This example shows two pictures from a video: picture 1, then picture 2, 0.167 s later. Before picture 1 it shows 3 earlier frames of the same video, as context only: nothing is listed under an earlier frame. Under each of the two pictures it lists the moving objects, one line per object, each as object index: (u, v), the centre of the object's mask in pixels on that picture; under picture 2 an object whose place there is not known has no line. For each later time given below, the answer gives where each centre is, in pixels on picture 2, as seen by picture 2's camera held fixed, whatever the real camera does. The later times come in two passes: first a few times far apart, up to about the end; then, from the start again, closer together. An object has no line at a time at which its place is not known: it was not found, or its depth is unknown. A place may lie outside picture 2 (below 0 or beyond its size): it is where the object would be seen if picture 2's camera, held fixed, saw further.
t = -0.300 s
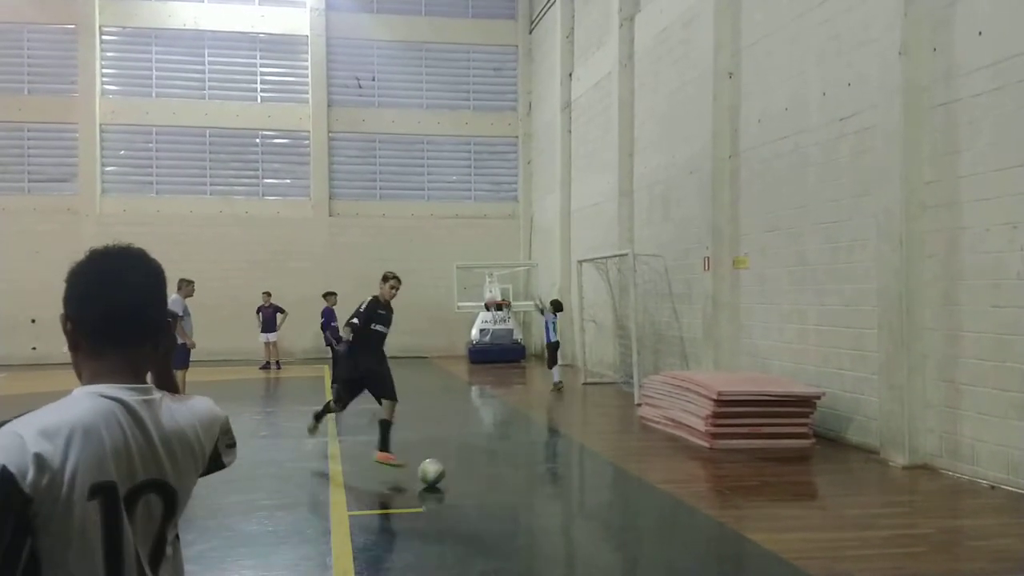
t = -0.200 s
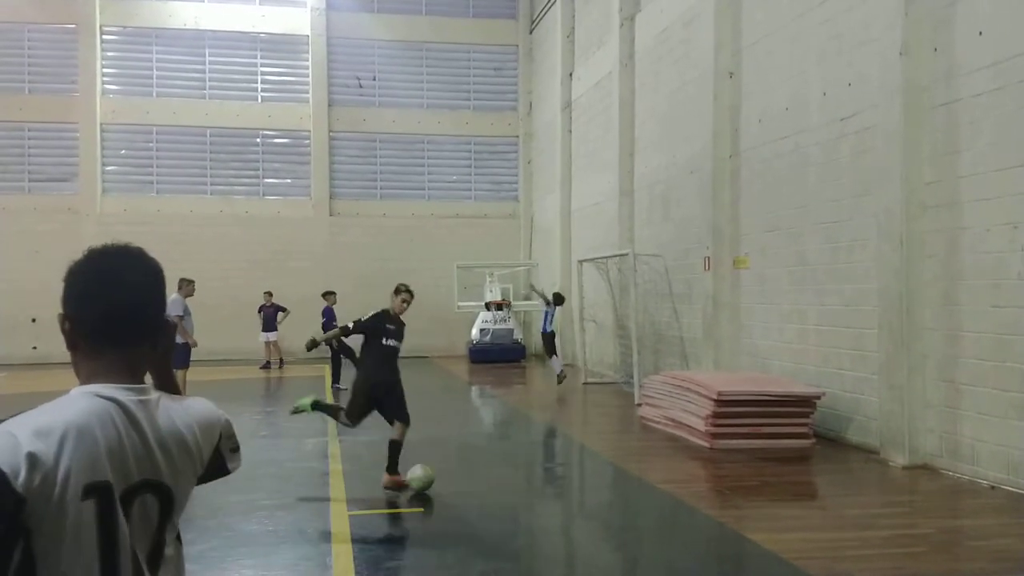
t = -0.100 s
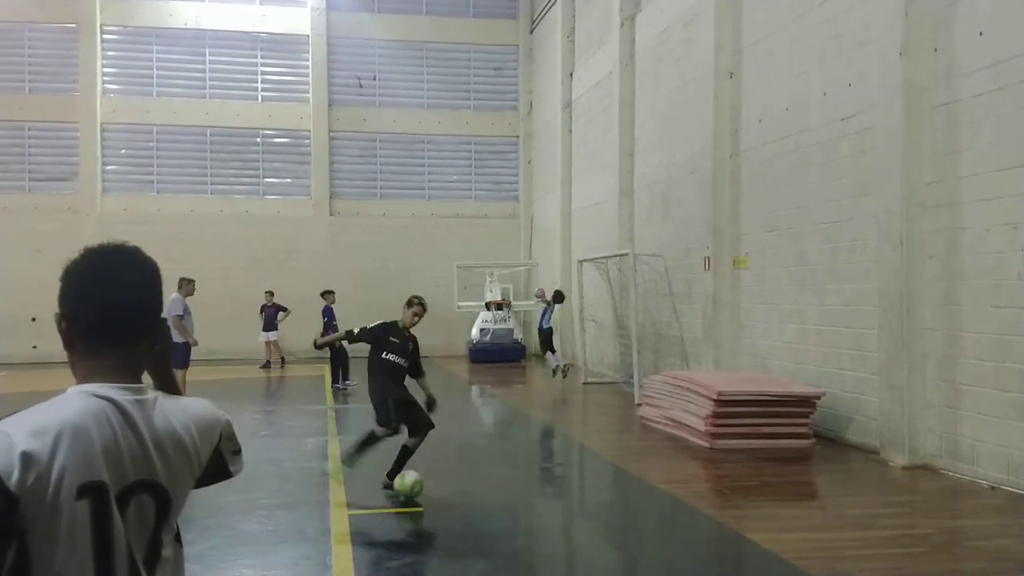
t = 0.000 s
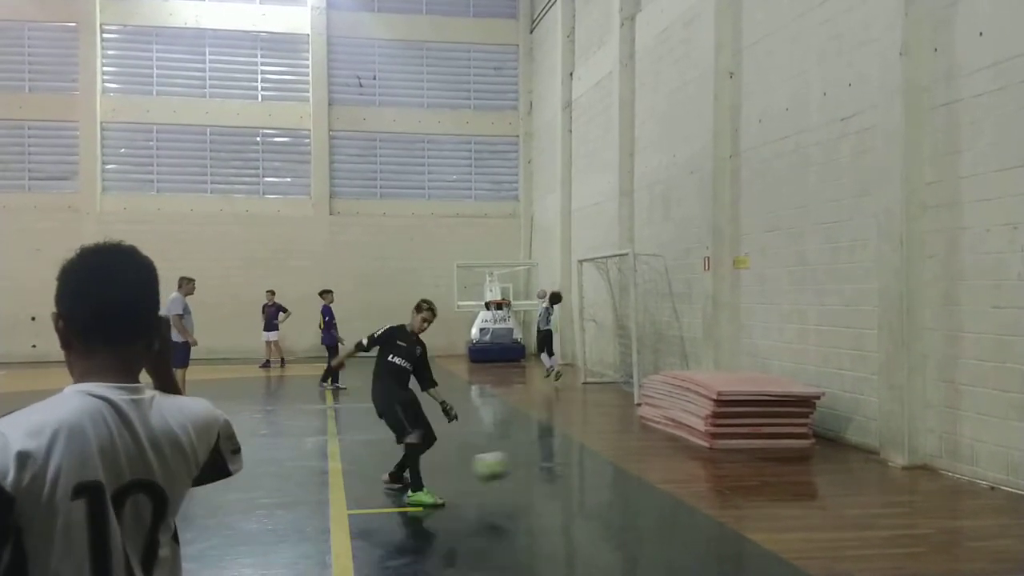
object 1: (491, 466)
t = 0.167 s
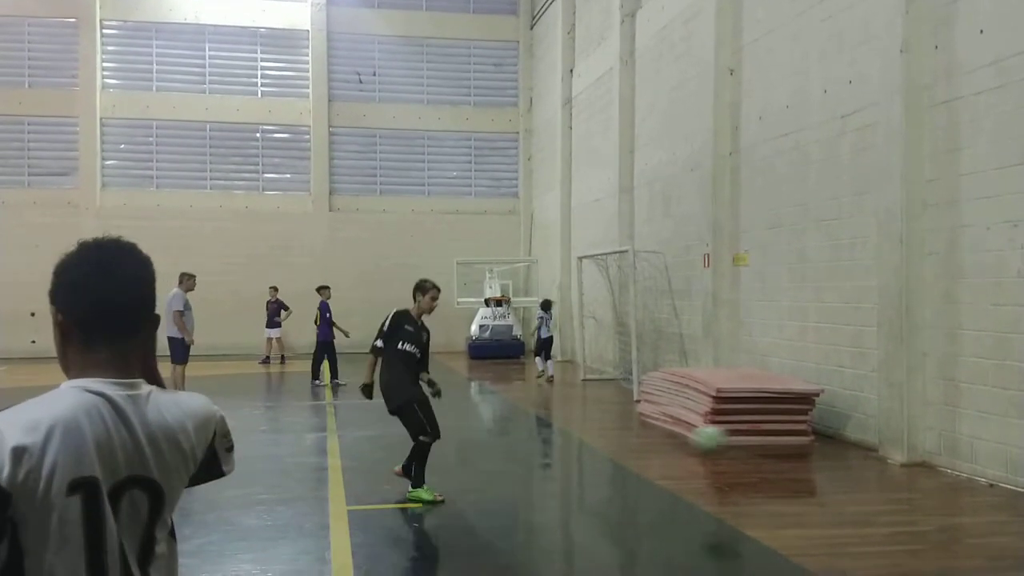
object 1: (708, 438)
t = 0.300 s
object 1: (883, 447)
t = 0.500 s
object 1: (1000, 474)
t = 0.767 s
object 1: (867, 481)
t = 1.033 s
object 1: (724, 510)
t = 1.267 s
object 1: (586, 528)
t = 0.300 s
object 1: (883, 447)
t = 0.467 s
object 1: (1012, 482)
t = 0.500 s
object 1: (1000, 474)
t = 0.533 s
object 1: (985, 472)
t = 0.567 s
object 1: (971, 469)
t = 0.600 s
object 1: (950, 464)
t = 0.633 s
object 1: (935, 466)
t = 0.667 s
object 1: (920, 466)
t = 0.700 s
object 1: (903, 470)
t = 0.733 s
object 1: (885, 474)
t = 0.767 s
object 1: (867, 481)
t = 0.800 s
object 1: (850, 490)
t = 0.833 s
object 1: (831, 501)
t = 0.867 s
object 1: (814, 505)
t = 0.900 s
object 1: (796, 502)
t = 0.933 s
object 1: (778, 502)
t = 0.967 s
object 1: (760, 502)
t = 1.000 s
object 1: (743, 505)
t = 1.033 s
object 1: (724, 510)
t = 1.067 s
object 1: (705, 518)
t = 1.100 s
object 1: (686, 518)
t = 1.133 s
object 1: (667, 520)
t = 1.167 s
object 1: (648, 524)
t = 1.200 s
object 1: (627, 524)
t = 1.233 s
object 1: (607, 525)
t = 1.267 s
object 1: (586, 528)
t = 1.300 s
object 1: (565, 533)
